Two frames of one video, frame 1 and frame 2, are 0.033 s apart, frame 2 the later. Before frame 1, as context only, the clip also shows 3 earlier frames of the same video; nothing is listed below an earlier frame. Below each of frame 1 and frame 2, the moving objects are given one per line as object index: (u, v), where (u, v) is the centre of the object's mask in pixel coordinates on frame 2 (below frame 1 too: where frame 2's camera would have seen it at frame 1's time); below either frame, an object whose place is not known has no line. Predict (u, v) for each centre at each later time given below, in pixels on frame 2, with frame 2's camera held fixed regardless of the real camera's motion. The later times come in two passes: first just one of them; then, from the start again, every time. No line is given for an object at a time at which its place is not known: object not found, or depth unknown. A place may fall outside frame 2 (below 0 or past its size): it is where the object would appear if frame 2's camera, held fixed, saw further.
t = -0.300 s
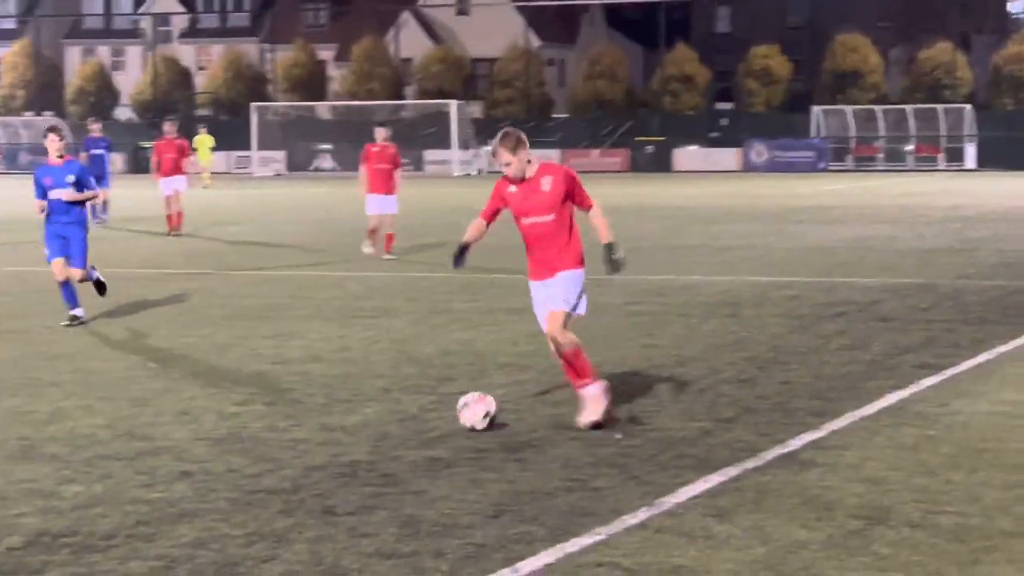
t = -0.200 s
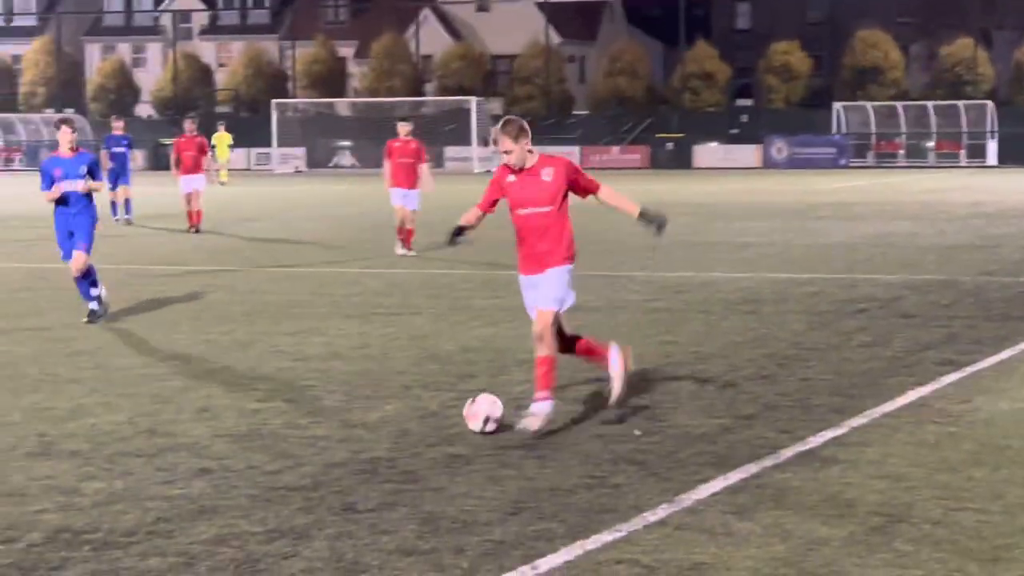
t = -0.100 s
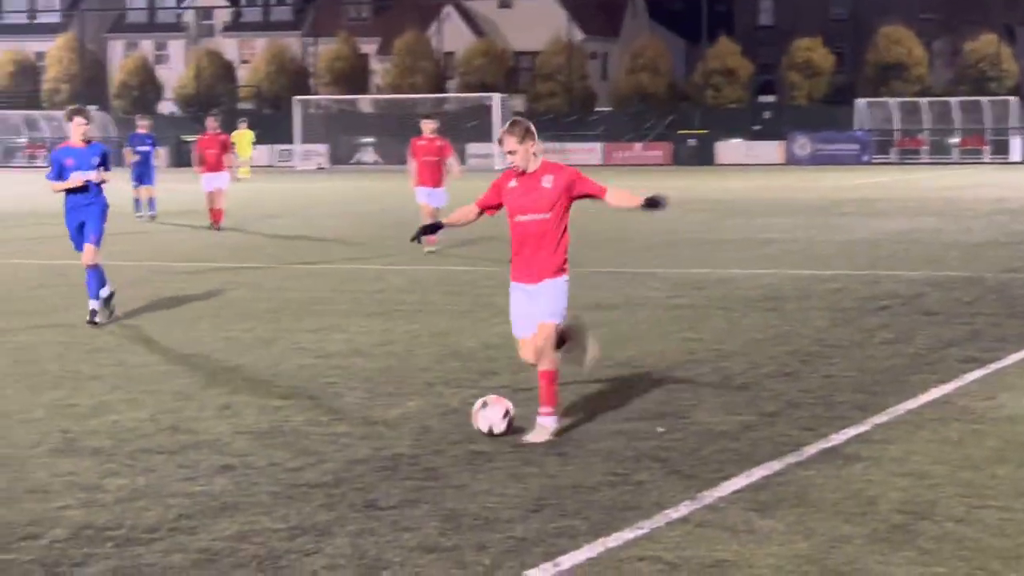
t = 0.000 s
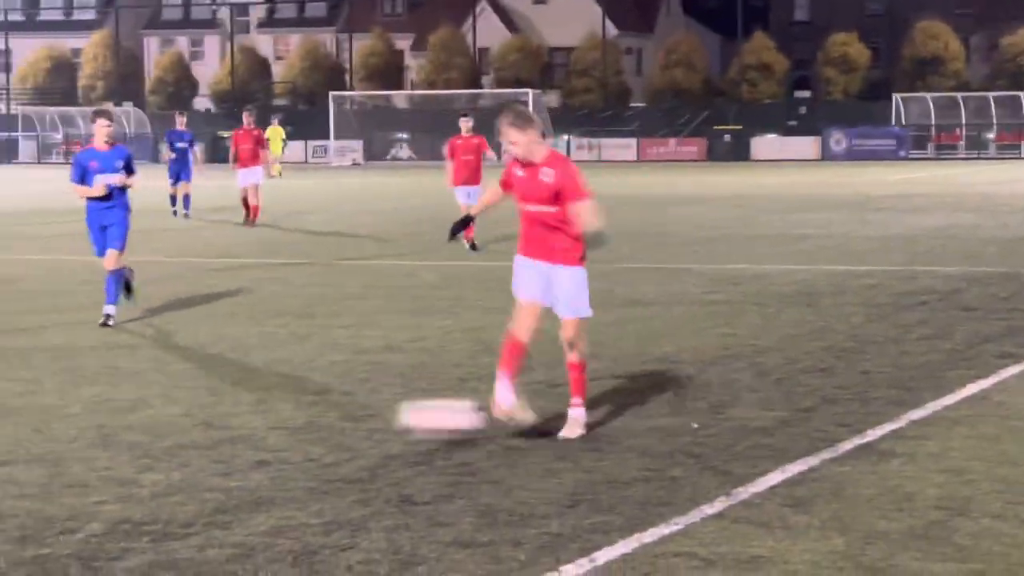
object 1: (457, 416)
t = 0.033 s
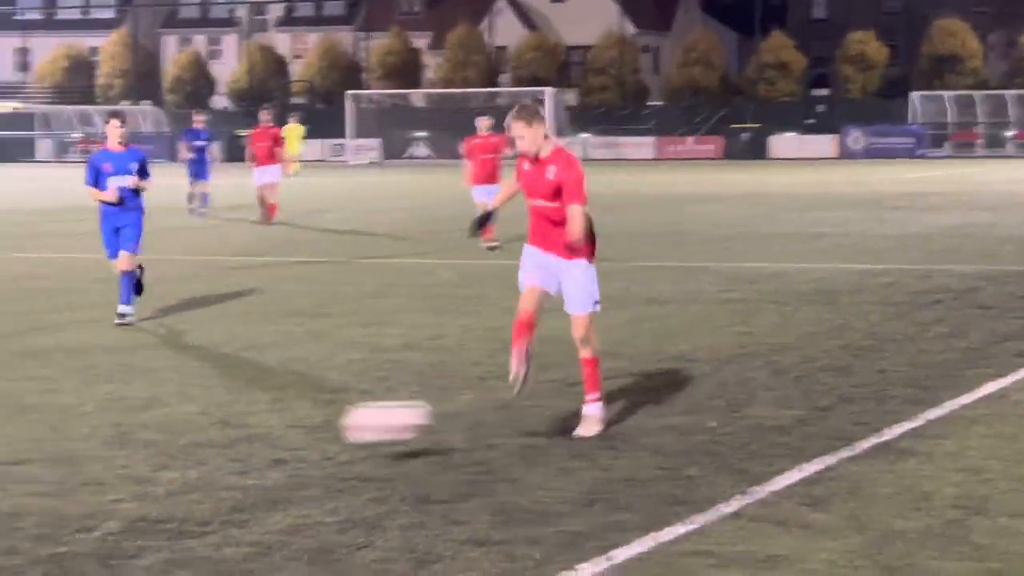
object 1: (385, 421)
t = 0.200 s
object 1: (-109, 500)
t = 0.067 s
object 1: (302, 429)
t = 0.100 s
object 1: (212, 441)
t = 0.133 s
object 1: (121, 455)
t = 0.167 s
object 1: (14, 475)
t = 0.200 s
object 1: (-109, 500)
